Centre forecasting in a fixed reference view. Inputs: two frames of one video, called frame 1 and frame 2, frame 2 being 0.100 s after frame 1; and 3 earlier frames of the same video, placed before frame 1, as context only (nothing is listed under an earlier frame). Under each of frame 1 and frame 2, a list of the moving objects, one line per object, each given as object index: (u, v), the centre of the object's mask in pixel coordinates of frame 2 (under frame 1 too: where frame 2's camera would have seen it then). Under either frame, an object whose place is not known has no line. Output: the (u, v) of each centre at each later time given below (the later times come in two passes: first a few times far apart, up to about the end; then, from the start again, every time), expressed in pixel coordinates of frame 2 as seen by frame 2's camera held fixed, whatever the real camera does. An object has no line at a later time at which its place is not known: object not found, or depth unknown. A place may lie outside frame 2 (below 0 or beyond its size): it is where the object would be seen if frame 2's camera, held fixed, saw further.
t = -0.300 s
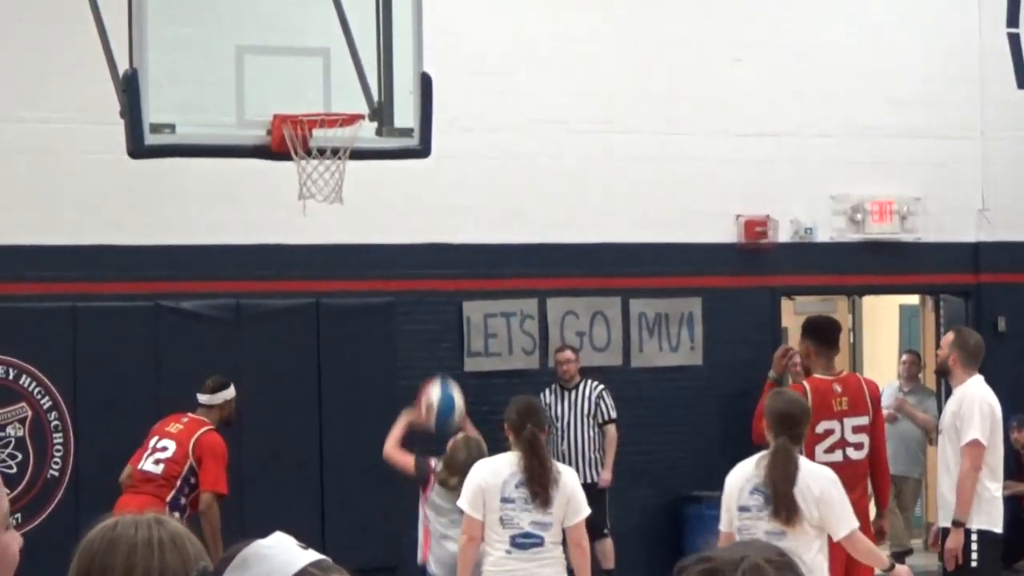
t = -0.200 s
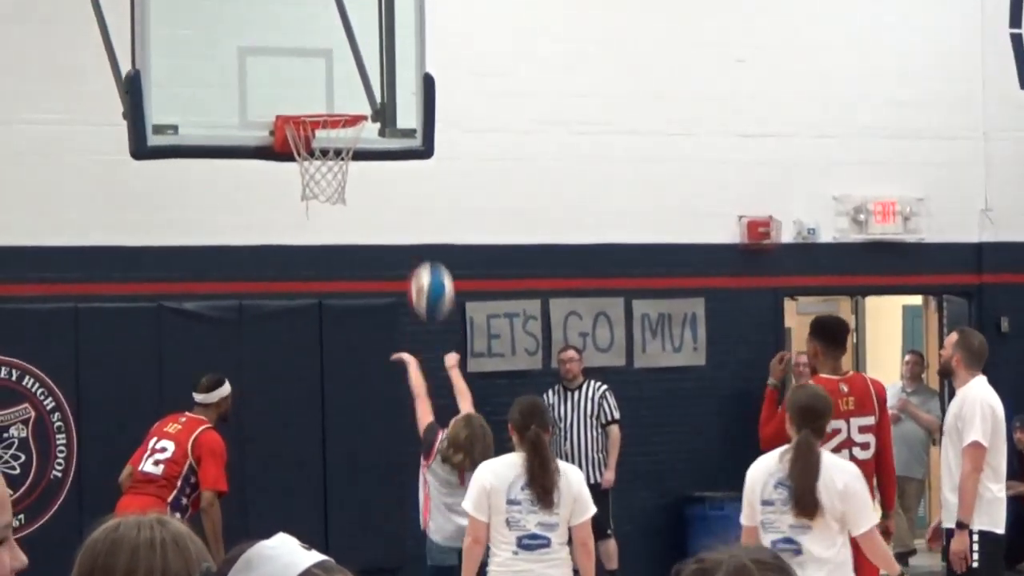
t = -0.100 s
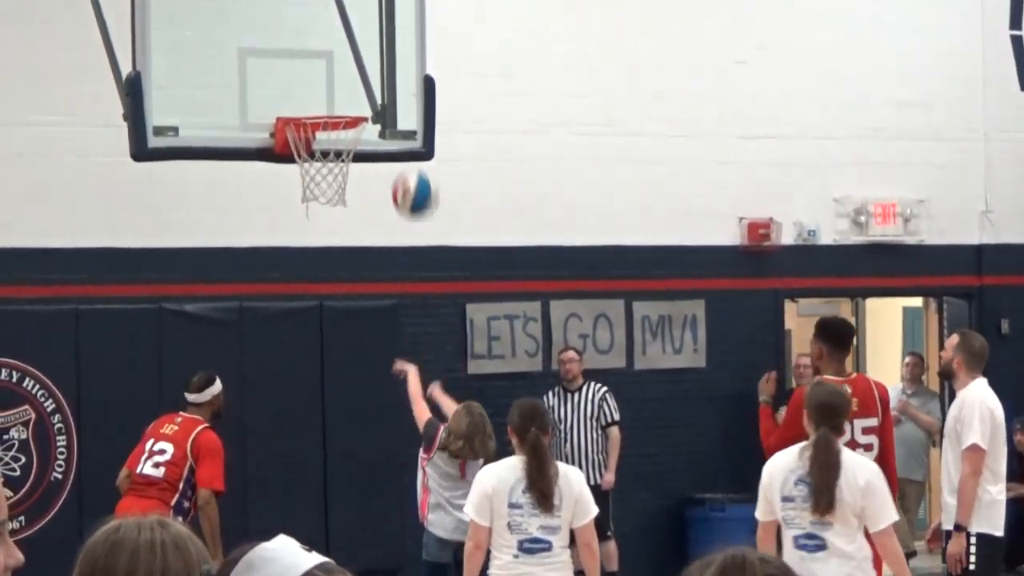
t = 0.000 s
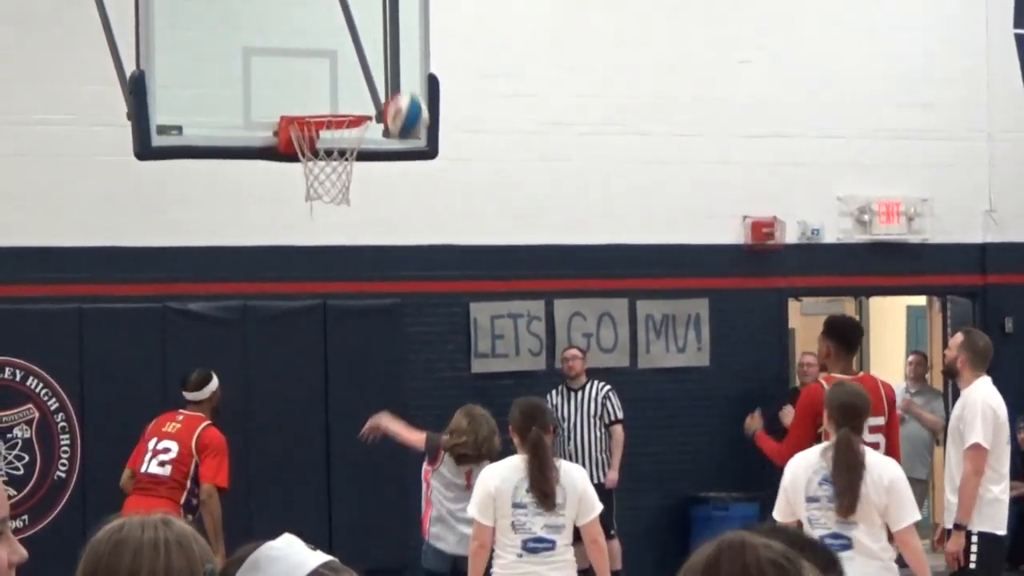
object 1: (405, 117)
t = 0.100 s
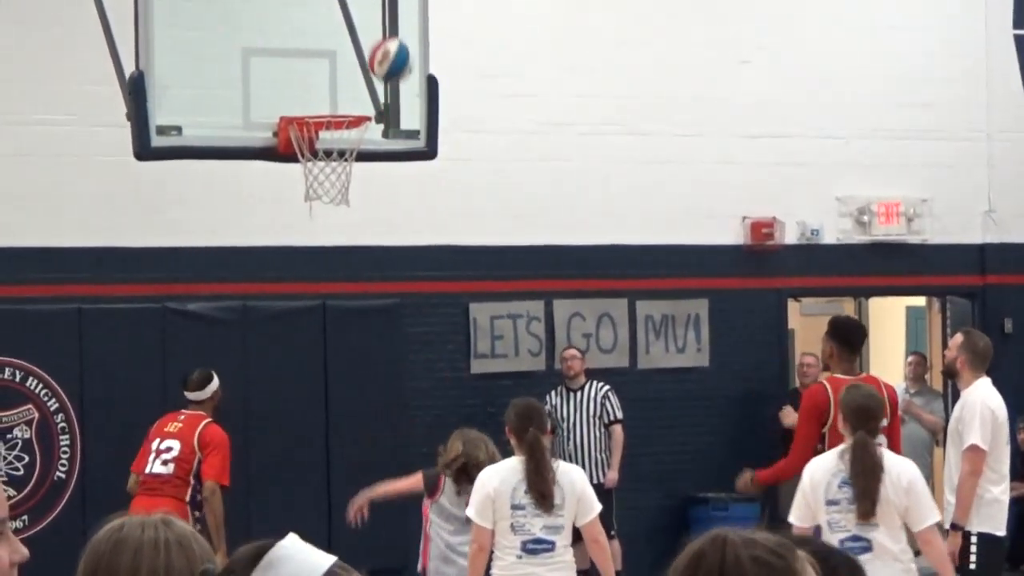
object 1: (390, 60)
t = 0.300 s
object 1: (368, 15)
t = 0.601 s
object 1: (336, 65)
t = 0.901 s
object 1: (423, 82)
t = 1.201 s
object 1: (531, 175)
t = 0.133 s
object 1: (386, 47)
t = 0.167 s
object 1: (382, 34)
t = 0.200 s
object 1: (378, 24)
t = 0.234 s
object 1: (374, 19)
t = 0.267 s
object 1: (371, 16)
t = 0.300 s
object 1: (368, 15)
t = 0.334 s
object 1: (363, 14)
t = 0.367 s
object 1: (359, 15)
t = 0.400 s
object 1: (356, 16)
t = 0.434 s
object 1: (352, 19)
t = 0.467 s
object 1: (348, 22)
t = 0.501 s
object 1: (345, 29)
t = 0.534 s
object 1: (342, 39)
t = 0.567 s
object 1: (338, 51)
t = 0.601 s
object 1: (336, 65)
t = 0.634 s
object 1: (338, 78)
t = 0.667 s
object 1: (346, 90)
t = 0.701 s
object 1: (355, 97)
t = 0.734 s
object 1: (366, 97)
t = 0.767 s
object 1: (377, 91)
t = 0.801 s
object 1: (388, 87)
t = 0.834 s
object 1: (399, 83)
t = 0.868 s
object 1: (412, 82)
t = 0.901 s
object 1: (423, 82)
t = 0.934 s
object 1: (435, 85)
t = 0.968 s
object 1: (448, 88)
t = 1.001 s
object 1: (460, 95)
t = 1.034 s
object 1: (471, 104)
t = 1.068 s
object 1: (483, 114)
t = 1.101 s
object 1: (494, 127)
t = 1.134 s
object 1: (507, 140)
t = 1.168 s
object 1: (519, 157)
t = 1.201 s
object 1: (531, 175)
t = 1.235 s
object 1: (543, 197)
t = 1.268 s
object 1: (554, 220)
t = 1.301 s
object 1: (568, 245)
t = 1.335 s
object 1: (579, 268)
